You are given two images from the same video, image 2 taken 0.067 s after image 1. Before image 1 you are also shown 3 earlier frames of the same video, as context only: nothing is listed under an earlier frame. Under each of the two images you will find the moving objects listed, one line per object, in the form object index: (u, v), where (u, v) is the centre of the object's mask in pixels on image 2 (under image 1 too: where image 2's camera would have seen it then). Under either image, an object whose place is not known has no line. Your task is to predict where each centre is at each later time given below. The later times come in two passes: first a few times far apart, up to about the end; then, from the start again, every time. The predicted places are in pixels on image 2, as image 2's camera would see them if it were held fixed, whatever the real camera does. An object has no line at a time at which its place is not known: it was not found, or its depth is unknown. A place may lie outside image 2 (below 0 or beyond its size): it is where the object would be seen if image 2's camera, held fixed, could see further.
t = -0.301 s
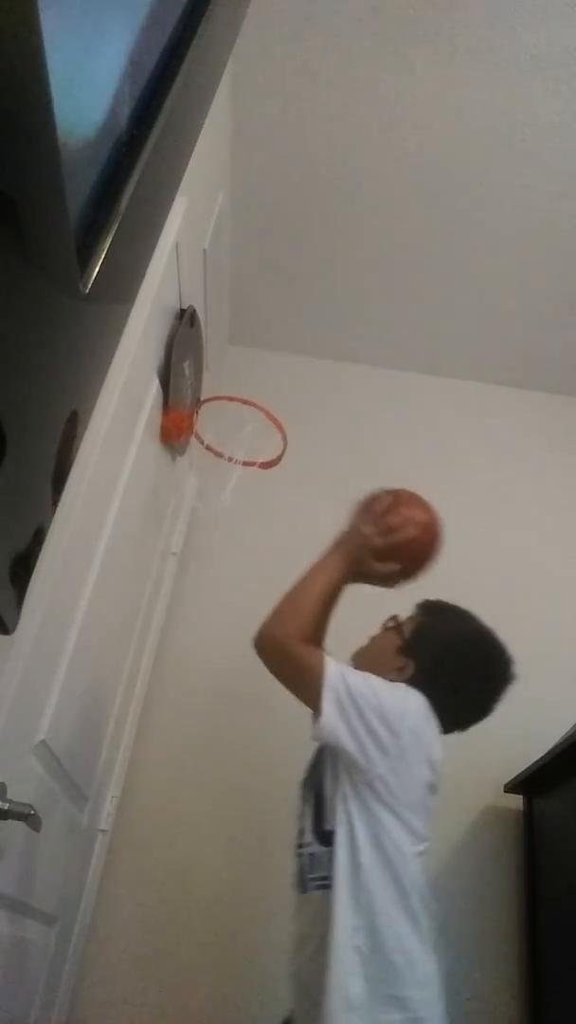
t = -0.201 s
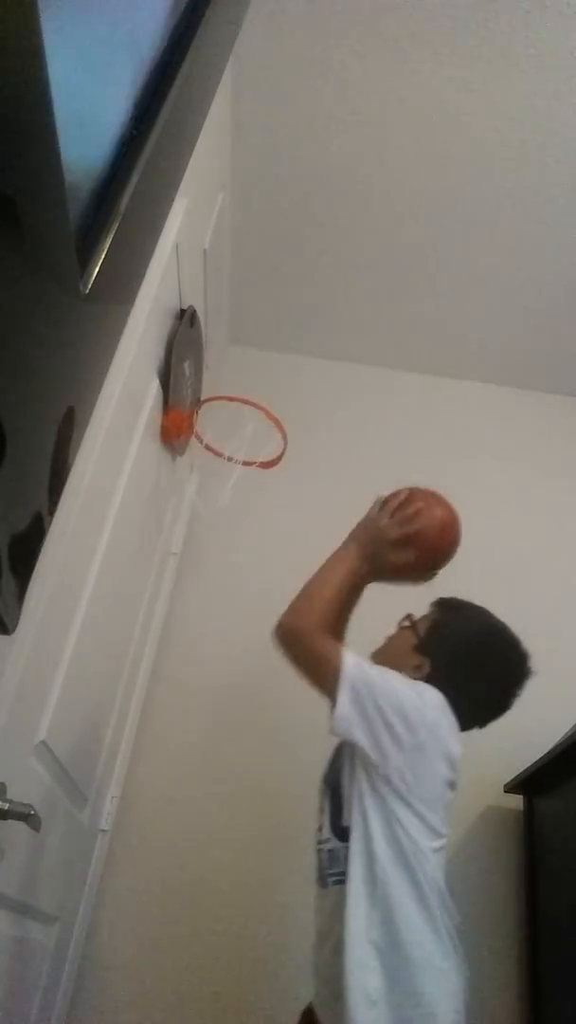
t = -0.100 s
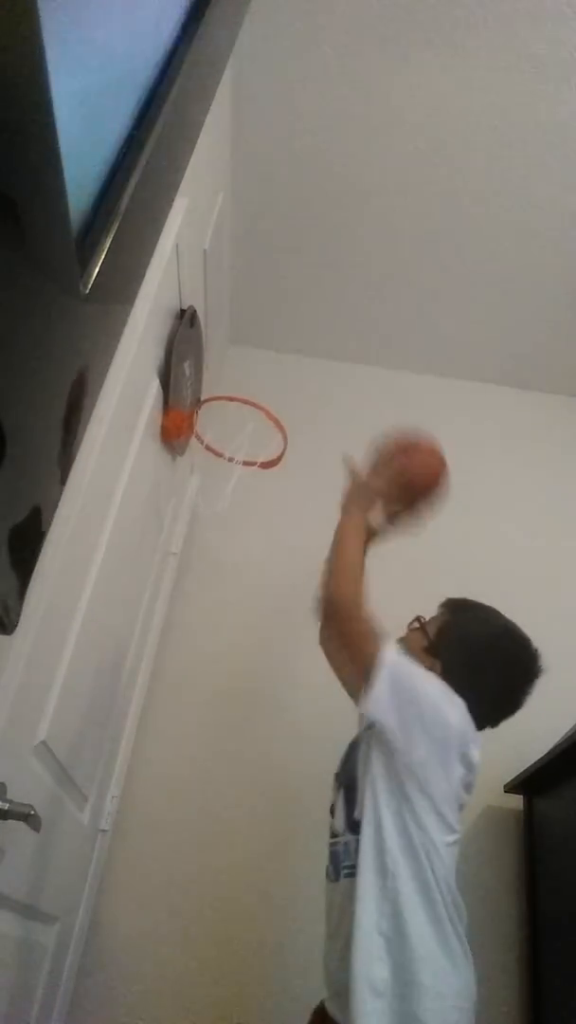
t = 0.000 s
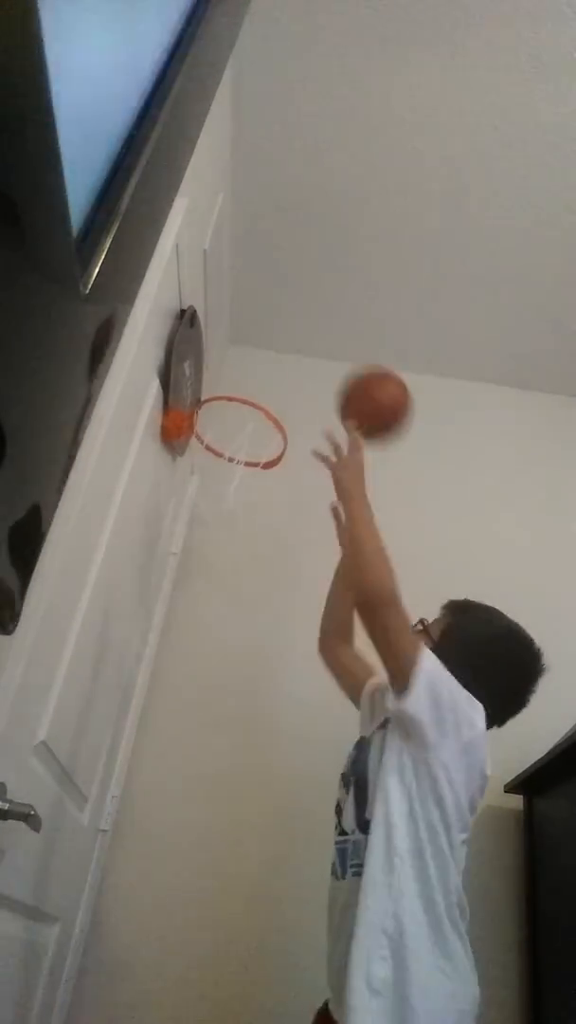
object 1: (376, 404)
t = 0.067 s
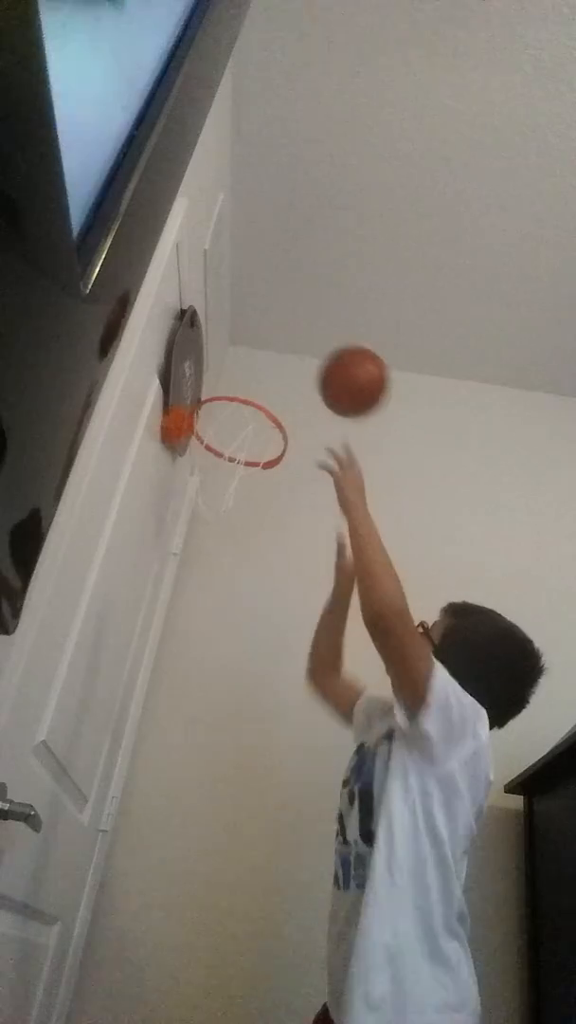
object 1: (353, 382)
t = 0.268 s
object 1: (289, 393)
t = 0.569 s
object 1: (162, 597)
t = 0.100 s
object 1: (343, 376)
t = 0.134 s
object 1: (332, 374)
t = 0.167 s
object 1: (322, 374)
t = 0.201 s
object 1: (311, 378)
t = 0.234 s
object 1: (299, 384)
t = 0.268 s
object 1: (289, 393)
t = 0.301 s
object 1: (277, 403)
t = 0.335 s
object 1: (262, 420)
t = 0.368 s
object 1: (251, 438)
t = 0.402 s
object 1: (235, 457)
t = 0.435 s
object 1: (220, 481)
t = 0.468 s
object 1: (203, 508)
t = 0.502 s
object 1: (189, 534)
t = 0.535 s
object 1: (173, 565)
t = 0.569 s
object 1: (162, 597)
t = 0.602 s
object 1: (164, 633)
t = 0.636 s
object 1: (166, 677)
